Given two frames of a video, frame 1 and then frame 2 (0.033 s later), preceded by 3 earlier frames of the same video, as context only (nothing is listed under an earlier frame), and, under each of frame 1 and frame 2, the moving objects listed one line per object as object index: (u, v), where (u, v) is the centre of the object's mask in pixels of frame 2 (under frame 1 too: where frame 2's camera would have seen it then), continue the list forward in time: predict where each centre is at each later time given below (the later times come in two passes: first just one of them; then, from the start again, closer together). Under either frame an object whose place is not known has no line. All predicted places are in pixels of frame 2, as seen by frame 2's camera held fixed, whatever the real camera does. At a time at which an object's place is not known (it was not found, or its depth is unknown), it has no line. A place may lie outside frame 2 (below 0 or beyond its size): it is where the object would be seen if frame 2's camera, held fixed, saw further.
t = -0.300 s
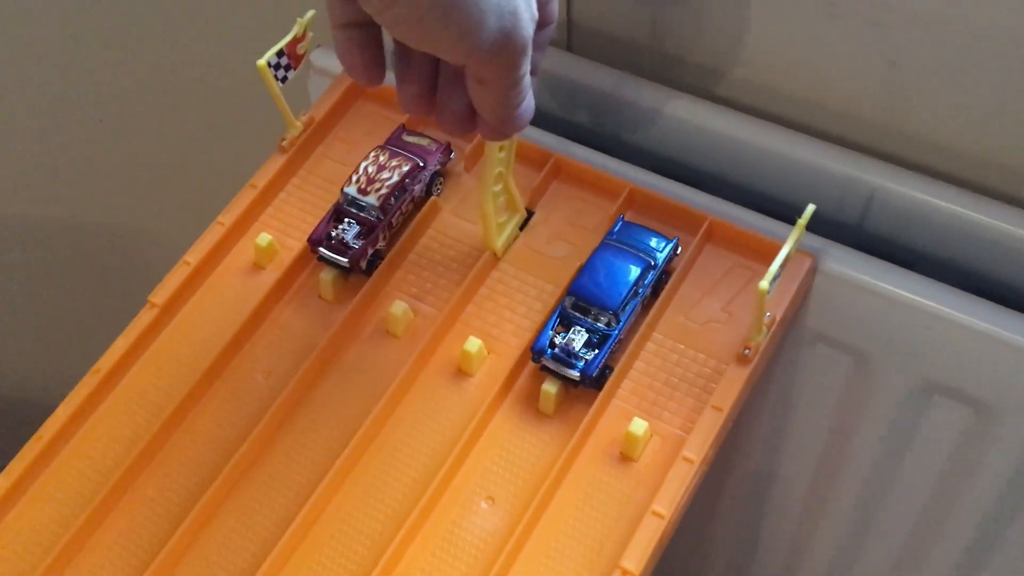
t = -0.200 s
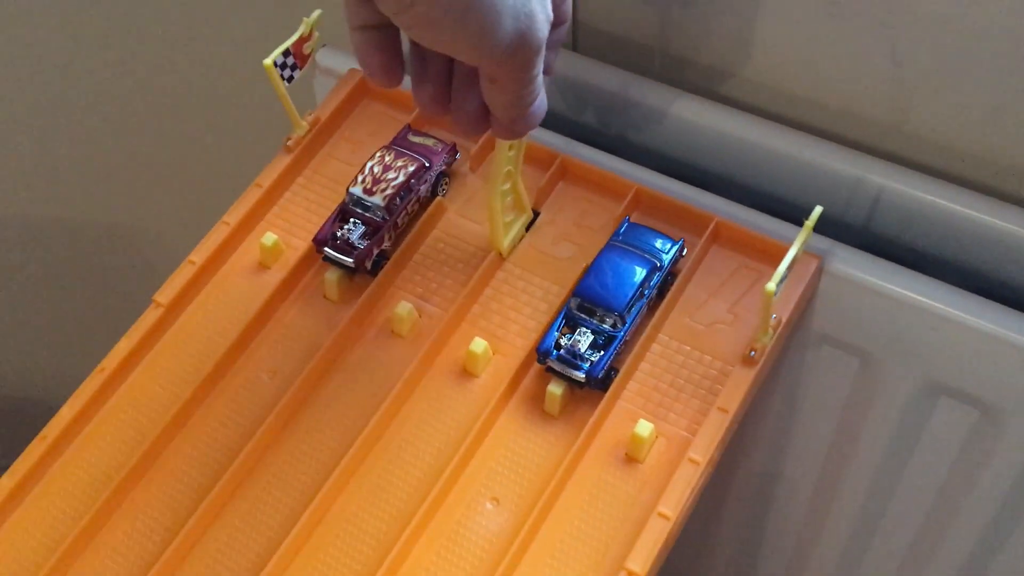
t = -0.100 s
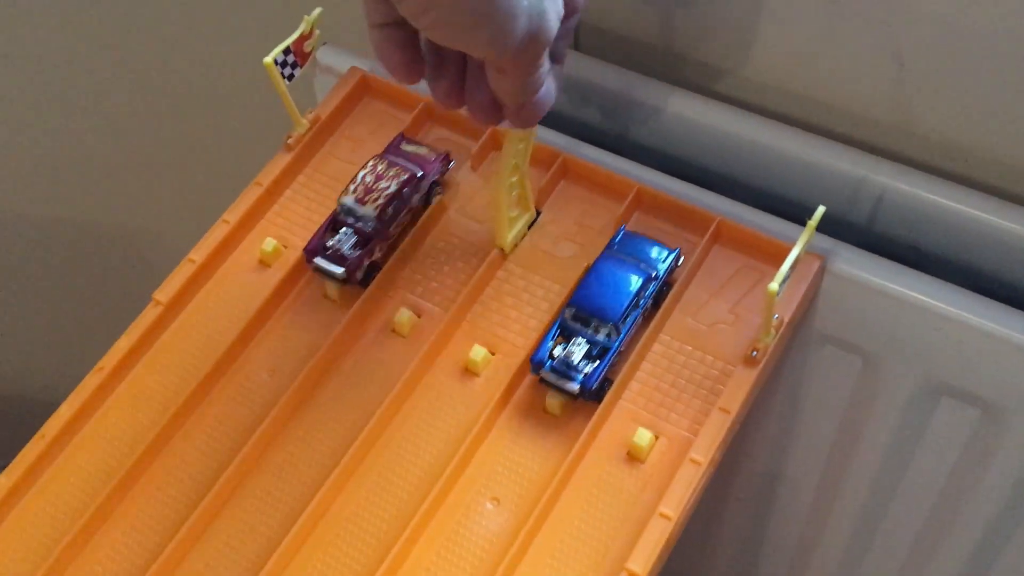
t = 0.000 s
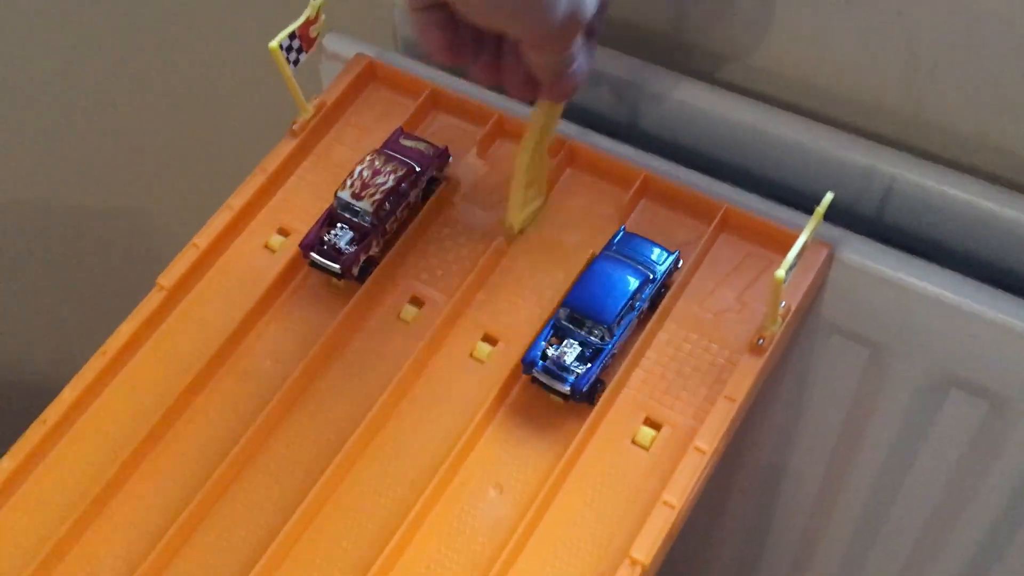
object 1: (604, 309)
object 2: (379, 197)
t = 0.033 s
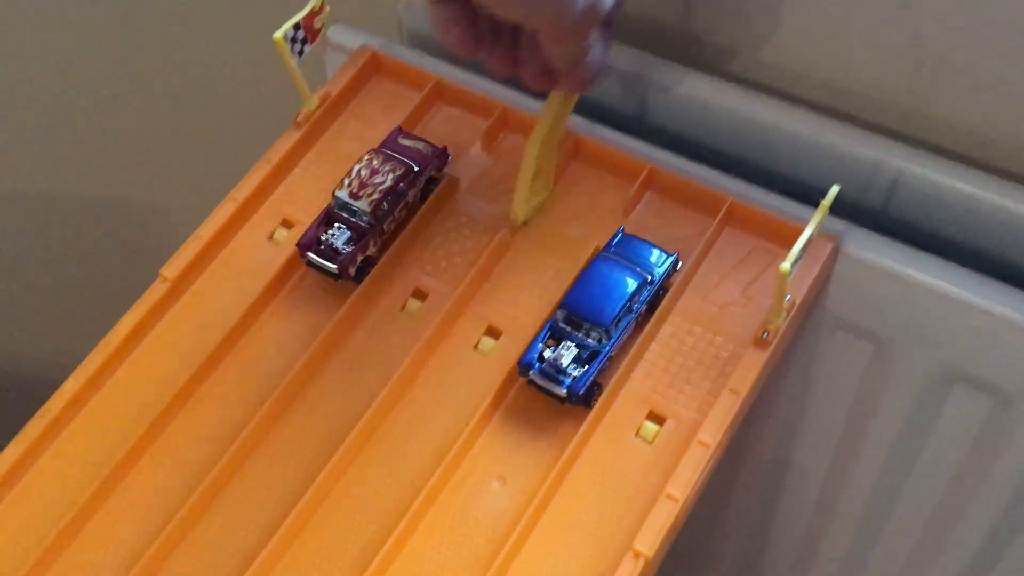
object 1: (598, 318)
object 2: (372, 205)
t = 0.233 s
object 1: (502, 454)
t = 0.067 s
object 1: (588, 332)
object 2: (363, 216)
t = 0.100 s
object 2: (352, 232)
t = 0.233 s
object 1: (502, 454)
